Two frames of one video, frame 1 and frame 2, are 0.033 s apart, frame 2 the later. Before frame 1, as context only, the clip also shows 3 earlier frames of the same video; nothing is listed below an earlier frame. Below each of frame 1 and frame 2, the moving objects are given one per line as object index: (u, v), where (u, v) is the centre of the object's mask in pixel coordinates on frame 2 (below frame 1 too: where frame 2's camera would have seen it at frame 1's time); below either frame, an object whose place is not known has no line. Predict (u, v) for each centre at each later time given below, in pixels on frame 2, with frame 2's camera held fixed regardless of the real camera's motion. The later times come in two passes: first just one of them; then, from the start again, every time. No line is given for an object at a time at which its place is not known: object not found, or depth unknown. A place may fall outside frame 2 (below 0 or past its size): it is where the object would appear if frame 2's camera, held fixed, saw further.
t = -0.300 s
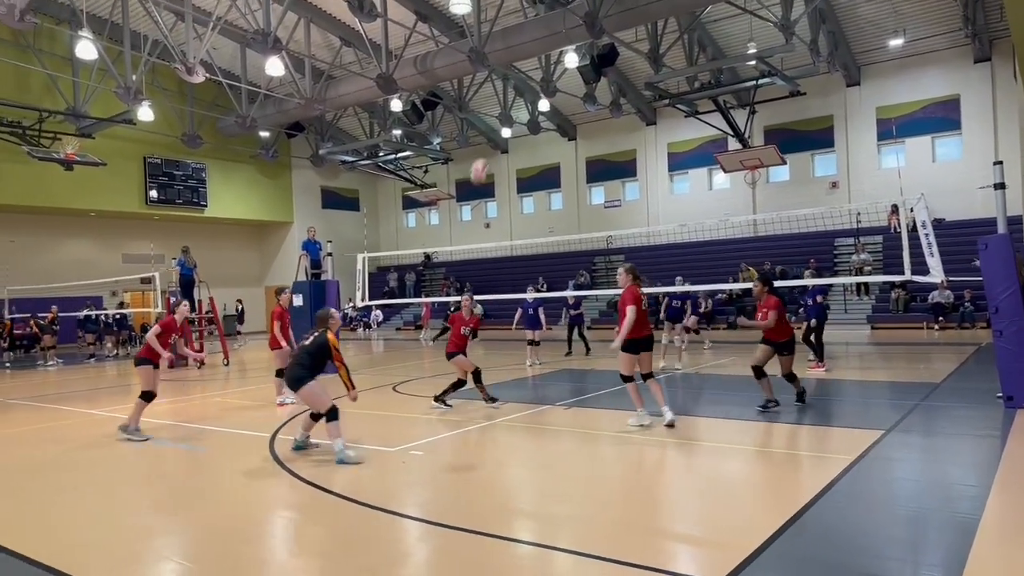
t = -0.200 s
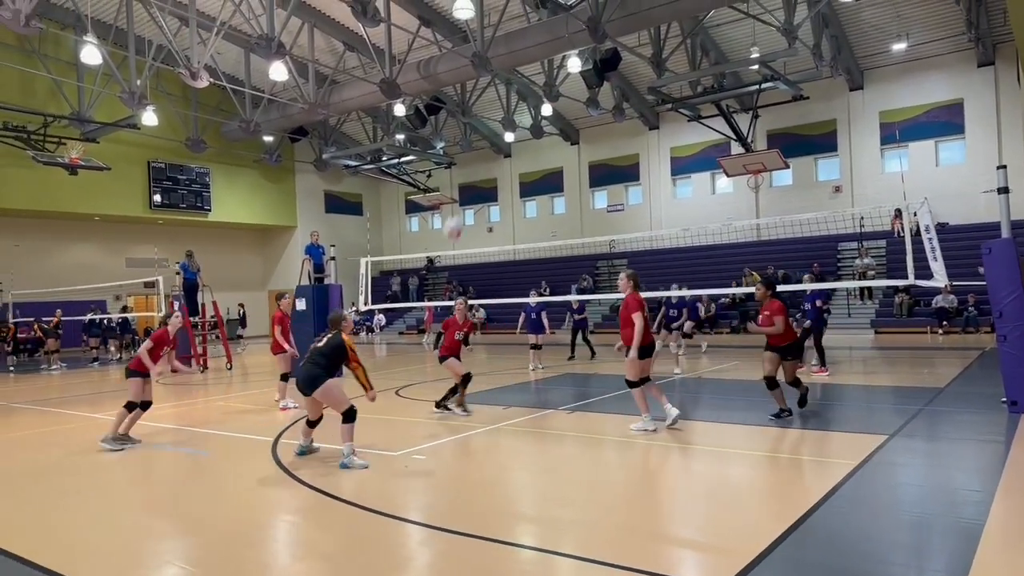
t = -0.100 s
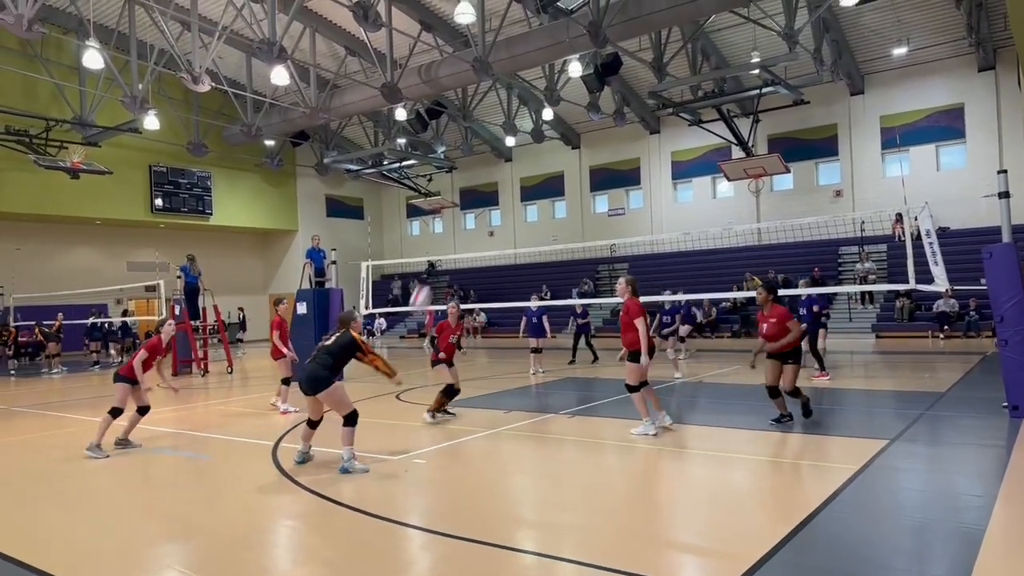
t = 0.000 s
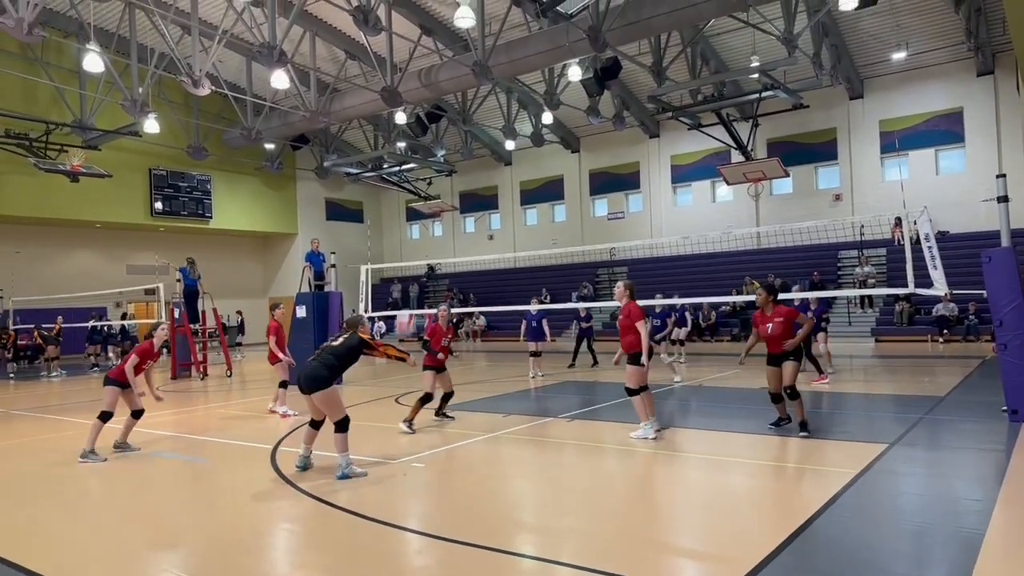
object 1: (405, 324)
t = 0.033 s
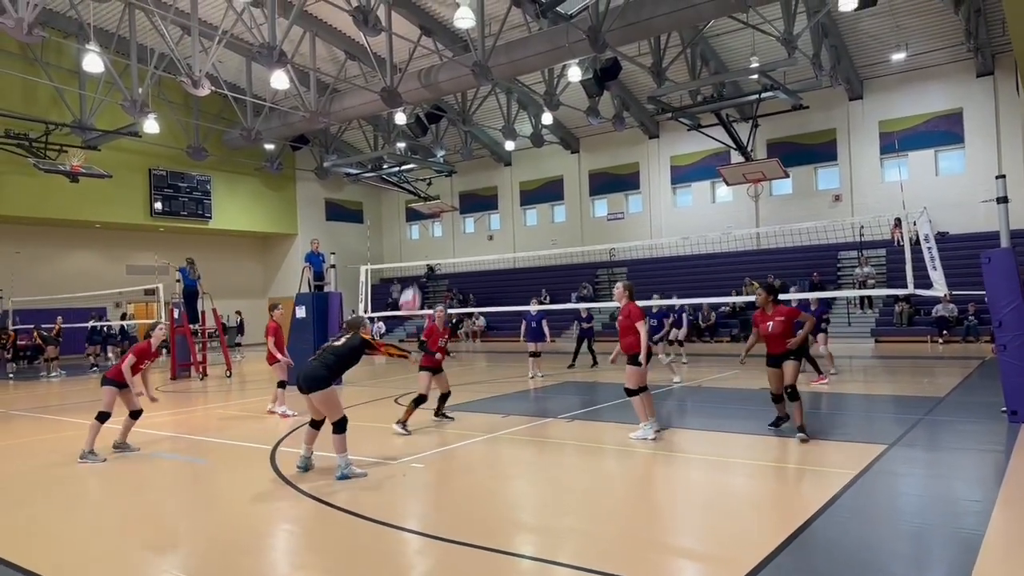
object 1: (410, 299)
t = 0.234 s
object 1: (440, 193)
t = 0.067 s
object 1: (414, 281)
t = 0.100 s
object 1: (419, 259)
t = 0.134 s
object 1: (425, 243)
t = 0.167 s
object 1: (431, 223)
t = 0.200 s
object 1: (435, 208)
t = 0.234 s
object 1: (440, 193)
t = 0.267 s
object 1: (445, 180)
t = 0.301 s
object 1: (450, 167)
